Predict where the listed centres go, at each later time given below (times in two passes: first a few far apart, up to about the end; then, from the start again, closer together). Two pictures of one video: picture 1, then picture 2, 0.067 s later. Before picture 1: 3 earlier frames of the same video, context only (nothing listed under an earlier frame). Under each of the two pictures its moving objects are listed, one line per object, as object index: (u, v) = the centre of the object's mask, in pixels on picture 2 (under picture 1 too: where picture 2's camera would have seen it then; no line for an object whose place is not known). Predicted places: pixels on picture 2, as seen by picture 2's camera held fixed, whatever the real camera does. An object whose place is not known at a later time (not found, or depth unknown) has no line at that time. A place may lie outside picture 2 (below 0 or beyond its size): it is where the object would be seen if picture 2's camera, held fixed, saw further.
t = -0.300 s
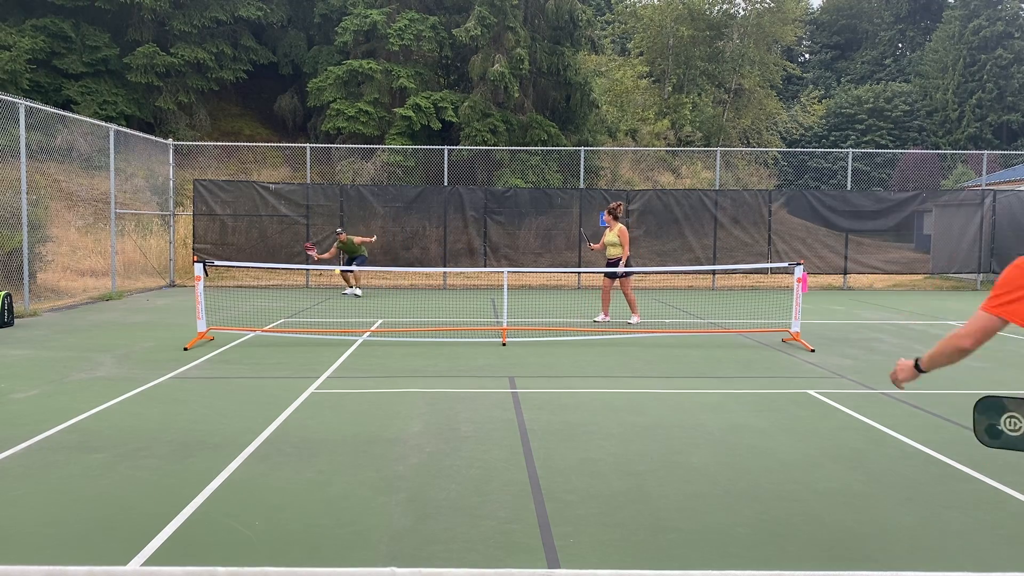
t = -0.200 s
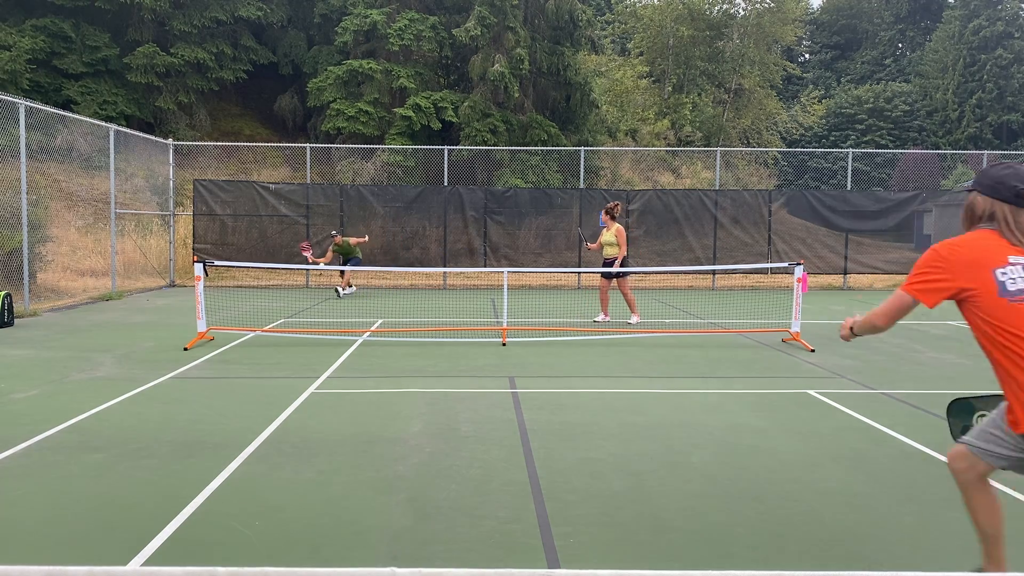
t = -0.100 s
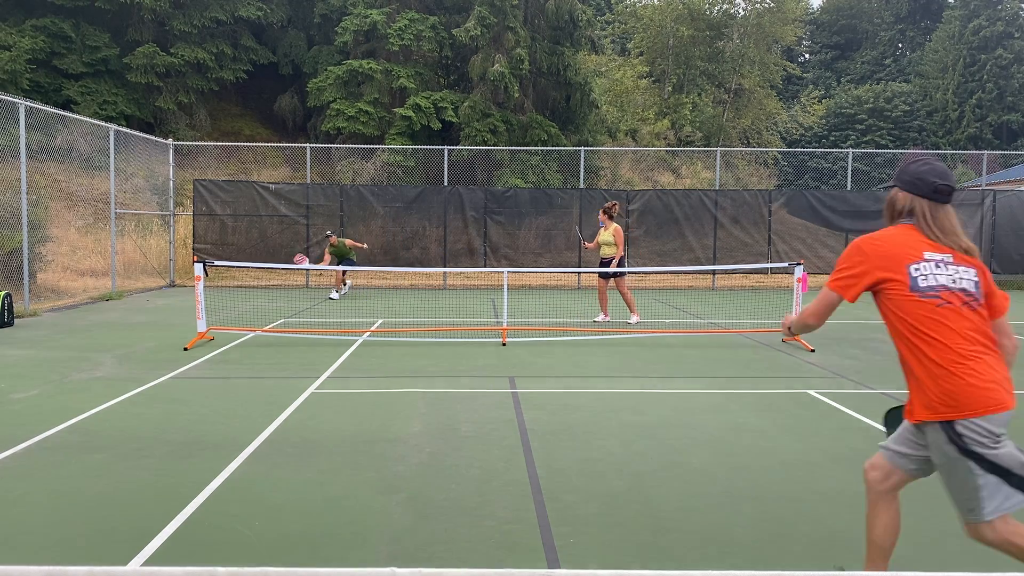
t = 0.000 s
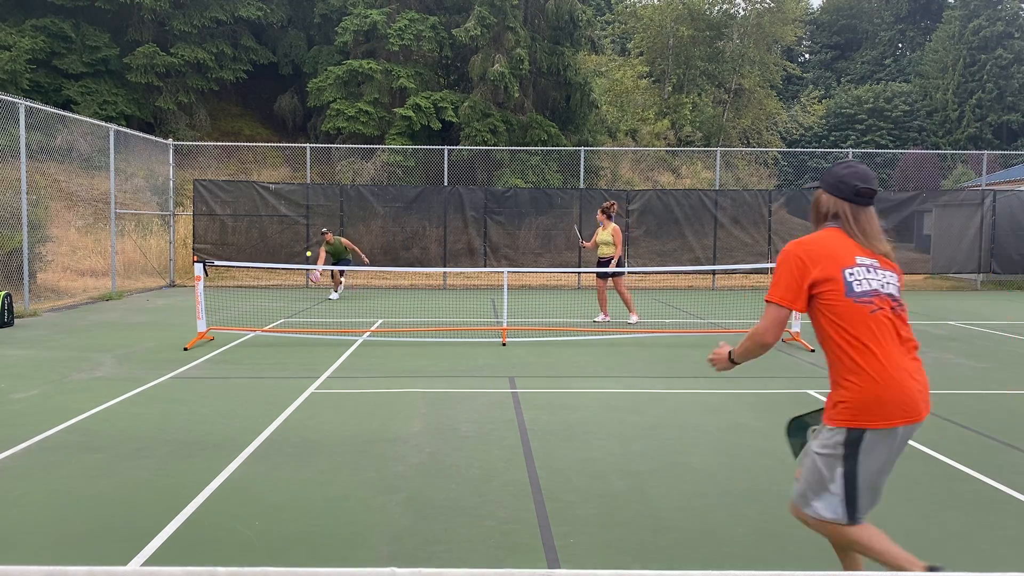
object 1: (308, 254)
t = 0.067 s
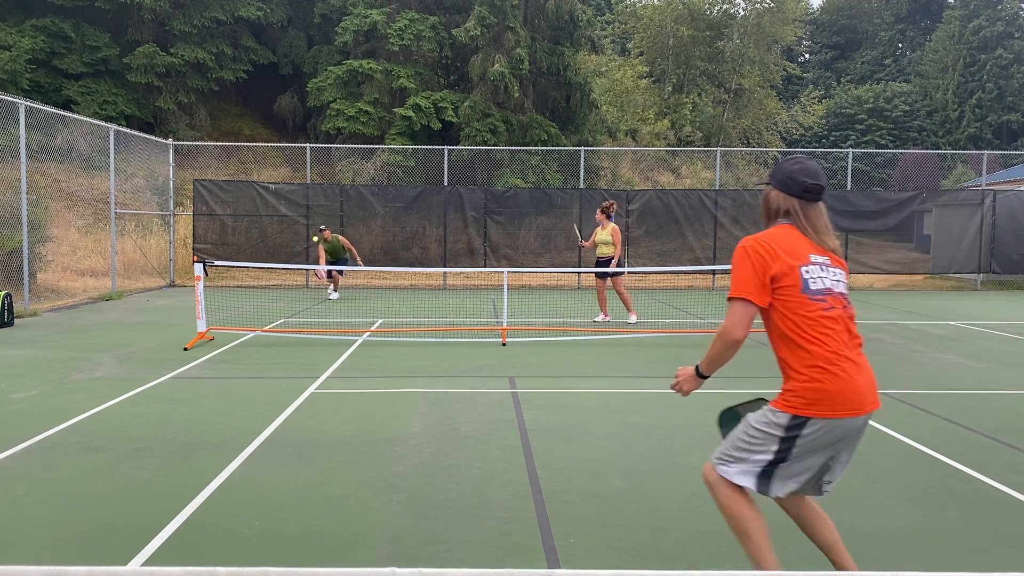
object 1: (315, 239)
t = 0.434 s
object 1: (355, 178)
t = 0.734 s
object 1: (394, 172)
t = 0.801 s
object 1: (404, 180)
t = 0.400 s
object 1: (351, 181)
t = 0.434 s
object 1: (355, 178)
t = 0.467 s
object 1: (359, 174)
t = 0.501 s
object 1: (363, 171)
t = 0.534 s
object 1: (367, 170)
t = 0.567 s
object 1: (371, 168)
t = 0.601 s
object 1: (375, 167)
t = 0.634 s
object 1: (380, 167)
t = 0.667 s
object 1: (384, 168)
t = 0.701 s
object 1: (389, 170)
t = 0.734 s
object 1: (394, 172)
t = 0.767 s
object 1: (398, 176)
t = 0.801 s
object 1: (404, 180)
